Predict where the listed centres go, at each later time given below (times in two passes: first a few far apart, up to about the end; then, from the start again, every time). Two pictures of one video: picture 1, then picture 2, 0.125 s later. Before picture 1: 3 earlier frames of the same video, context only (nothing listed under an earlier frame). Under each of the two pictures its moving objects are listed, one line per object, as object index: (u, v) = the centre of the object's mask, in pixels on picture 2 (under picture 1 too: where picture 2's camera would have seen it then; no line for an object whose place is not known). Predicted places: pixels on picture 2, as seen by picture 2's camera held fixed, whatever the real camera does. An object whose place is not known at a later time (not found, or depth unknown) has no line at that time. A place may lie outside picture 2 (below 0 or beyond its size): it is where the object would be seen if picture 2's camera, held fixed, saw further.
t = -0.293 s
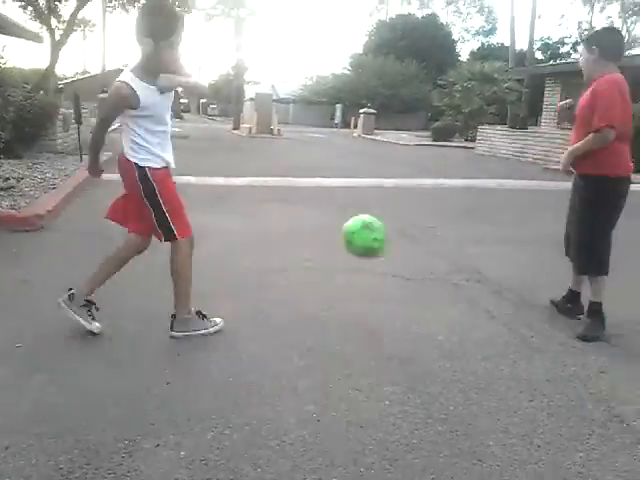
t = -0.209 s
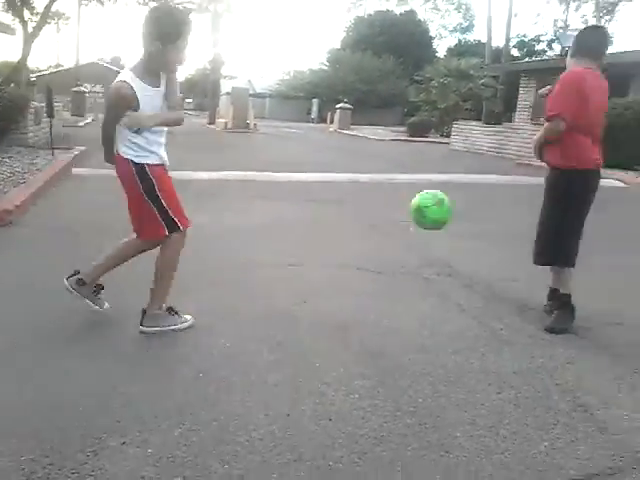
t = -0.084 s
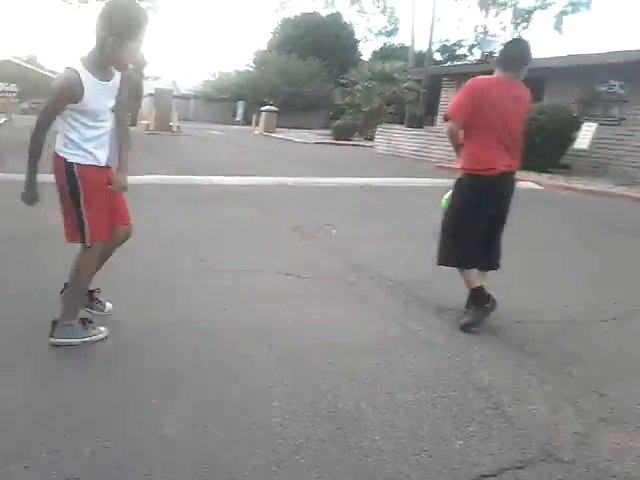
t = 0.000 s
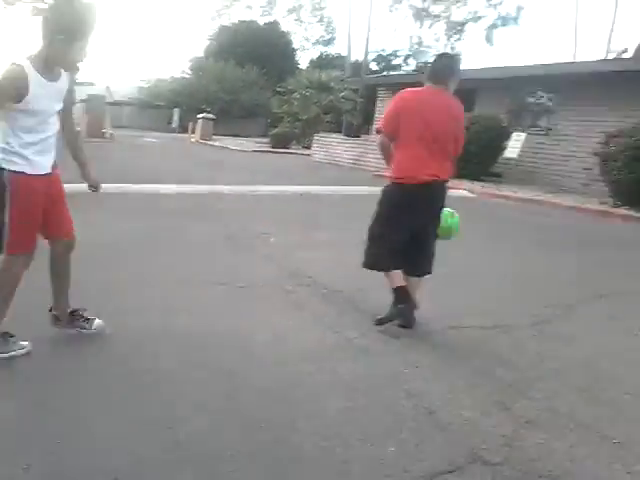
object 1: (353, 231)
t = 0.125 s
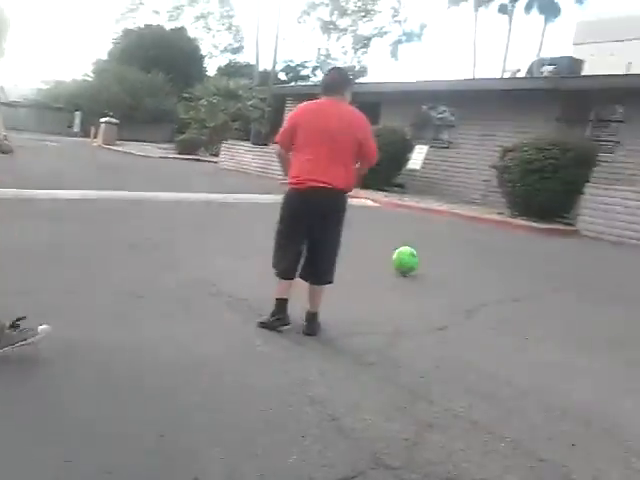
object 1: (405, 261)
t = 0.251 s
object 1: (437, 240)
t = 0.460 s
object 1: (473, 231)
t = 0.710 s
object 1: (502, 233)
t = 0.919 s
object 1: (519, 238)
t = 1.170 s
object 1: (537, 233)
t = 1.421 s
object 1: (551, 231)
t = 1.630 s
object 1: (564, 225)
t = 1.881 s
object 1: (587, 229)
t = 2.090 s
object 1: (585, 231)
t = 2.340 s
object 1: (583, 229)
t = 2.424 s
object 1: (581, 230)
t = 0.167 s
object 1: (418, 259)
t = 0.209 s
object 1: (428, 248)
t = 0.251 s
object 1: (437, 240)
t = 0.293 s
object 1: (445, 234)
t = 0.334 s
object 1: (452, 231)
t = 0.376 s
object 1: (459, 230)
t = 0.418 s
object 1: (467, 230)
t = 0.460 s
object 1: (473, 231)
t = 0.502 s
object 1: (478, 235)
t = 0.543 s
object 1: (483, 241)
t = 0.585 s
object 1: (488, 245)
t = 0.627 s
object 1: (492, 240)
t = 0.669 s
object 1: (497, 235)
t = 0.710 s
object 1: (502, 233)
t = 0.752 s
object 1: (507, 233)
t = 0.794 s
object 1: (510, 233)
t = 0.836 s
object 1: (513, 235)
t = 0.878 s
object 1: (516, 239)
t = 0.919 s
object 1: (519, 238)
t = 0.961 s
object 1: (523, 235)
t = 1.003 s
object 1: (526, 234)
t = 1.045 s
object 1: (529, 235)
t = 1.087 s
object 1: (532, 236)
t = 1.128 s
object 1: (534, 235)
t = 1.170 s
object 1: (537, 233)
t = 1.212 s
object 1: (540, 234)
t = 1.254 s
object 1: (543, 235)
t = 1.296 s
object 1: (545, 234)
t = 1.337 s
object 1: (547, 233)
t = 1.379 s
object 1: (550, 233)
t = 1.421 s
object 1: (551, 231)
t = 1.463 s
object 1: (553, 231)
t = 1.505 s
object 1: (555, 230)
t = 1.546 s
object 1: (557, 228)
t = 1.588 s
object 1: (561, 225)
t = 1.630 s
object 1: (564, 225)
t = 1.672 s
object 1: (568, 225)
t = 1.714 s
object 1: (571, 225)
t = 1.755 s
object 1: (575, 227)
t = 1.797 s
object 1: (579, 227)
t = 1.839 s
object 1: (583, 228)
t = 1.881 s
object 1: (587, 229)
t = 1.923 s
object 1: (589, 230)
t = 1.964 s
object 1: (589, 230)
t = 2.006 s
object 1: (587, 230)
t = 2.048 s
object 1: (585, 231)
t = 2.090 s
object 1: (585, 231)
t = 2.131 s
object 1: (585, 231)
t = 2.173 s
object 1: (584, 231)
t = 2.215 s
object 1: (584, 229)
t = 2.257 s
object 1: (583, 229)
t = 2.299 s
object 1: (583, 229)
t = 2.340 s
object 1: (583, 229)
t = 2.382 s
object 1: (582, 229)
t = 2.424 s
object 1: (581, 230)
